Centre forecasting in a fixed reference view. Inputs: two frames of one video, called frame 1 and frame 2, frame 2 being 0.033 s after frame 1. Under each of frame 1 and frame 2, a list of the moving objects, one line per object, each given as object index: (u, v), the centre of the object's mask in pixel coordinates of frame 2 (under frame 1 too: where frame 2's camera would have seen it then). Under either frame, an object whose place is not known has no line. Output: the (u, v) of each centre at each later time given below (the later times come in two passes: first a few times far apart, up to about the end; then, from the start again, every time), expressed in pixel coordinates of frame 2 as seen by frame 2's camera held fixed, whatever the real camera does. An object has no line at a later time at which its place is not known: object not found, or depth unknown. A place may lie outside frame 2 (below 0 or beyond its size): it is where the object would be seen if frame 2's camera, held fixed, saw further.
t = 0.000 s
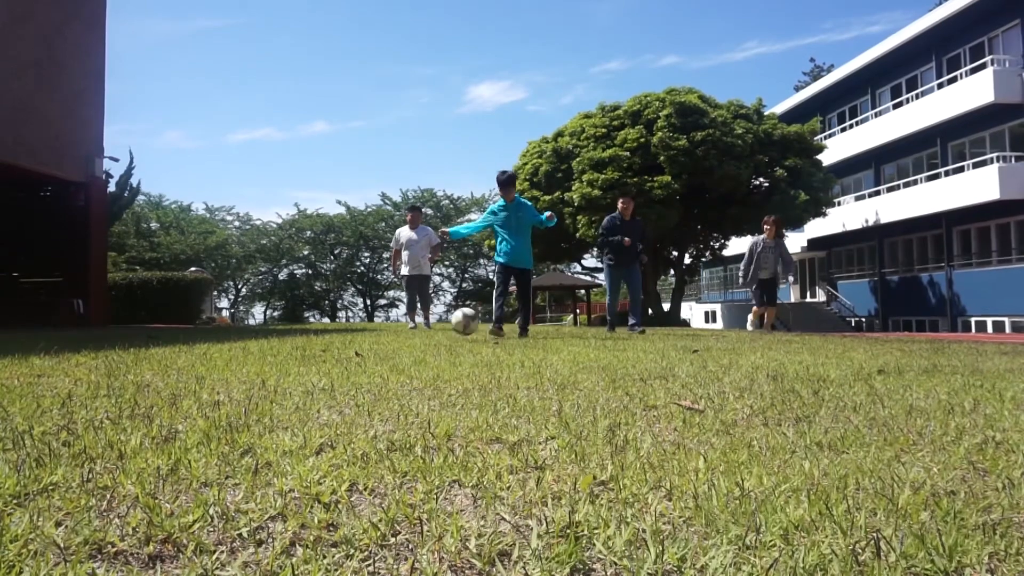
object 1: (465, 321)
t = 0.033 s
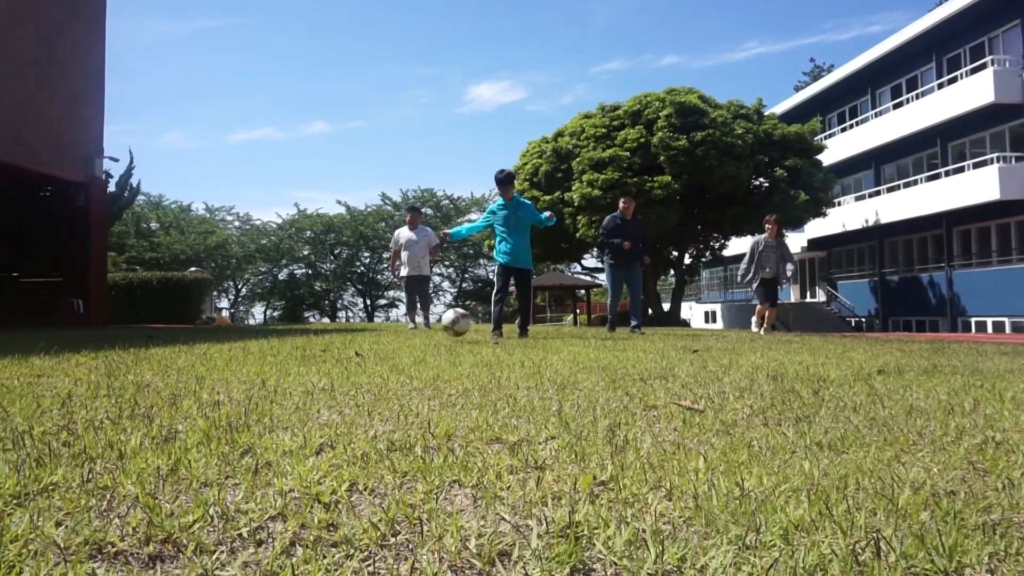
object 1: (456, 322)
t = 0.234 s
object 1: (398, 326)
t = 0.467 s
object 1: (324, 337)
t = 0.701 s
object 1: (258, 336)
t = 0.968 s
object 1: (162, 348)
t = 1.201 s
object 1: (44, 360)
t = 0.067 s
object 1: (447, 325)
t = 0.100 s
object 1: (436, 329)
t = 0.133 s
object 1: (425, 332)
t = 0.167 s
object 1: (417, 329)
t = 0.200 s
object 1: (408, 327)
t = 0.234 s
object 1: (398, 326)
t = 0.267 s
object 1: (387, 328)
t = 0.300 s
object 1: (376, 331)
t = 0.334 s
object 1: (364, 335)
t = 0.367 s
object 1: (354, 335)
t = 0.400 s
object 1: (344, 334)
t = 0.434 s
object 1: (335, 335)
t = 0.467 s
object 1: (324, 337)
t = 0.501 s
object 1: (315, 336)
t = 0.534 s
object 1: (307, 334)
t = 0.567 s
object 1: (298, 333)
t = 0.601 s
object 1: (289, 335)
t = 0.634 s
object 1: (279, 339)
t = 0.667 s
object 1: (268, 339)
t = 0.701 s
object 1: (258, 336)
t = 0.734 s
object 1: (248, 335)
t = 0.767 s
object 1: (237, 335)
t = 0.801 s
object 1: (226, 339)
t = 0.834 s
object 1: (214, 343)
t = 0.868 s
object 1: (202, 342)
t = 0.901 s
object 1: (189, 343)
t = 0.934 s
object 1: (176, 343)
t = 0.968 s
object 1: (162, 348)
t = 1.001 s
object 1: (148, 348)
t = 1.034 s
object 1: (132, 348)
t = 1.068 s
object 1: (116, 351)
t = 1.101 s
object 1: (99, 353)
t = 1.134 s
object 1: (81, 355)
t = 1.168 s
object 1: (62, 356)
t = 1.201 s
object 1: (44, 360)
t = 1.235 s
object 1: (33, 362)
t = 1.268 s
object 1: (24, 365)
